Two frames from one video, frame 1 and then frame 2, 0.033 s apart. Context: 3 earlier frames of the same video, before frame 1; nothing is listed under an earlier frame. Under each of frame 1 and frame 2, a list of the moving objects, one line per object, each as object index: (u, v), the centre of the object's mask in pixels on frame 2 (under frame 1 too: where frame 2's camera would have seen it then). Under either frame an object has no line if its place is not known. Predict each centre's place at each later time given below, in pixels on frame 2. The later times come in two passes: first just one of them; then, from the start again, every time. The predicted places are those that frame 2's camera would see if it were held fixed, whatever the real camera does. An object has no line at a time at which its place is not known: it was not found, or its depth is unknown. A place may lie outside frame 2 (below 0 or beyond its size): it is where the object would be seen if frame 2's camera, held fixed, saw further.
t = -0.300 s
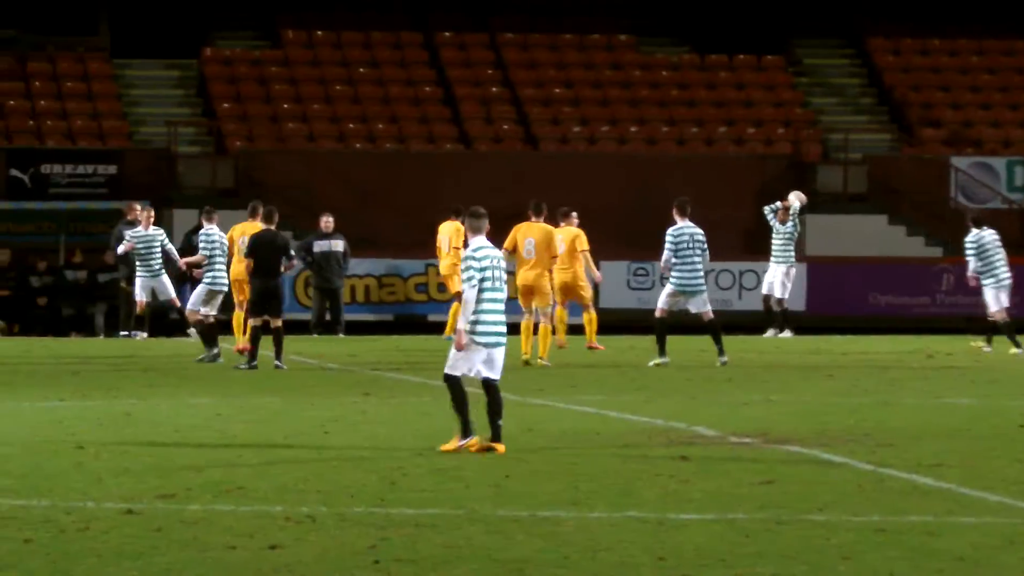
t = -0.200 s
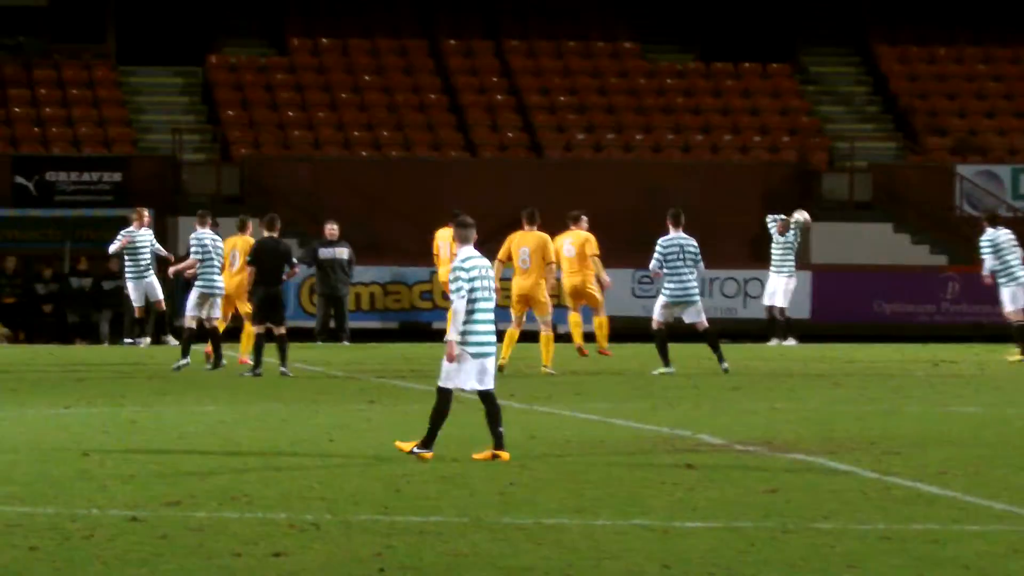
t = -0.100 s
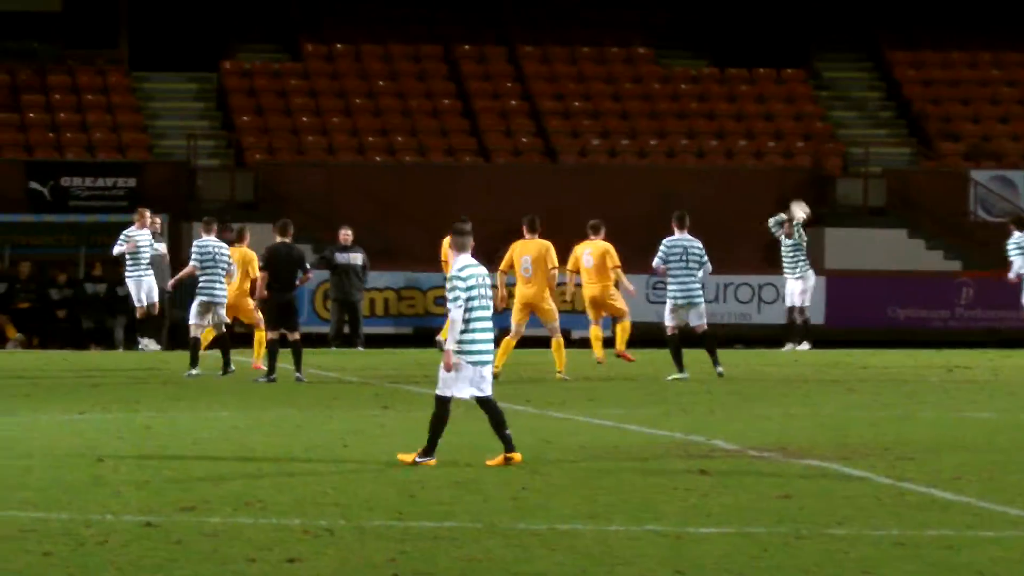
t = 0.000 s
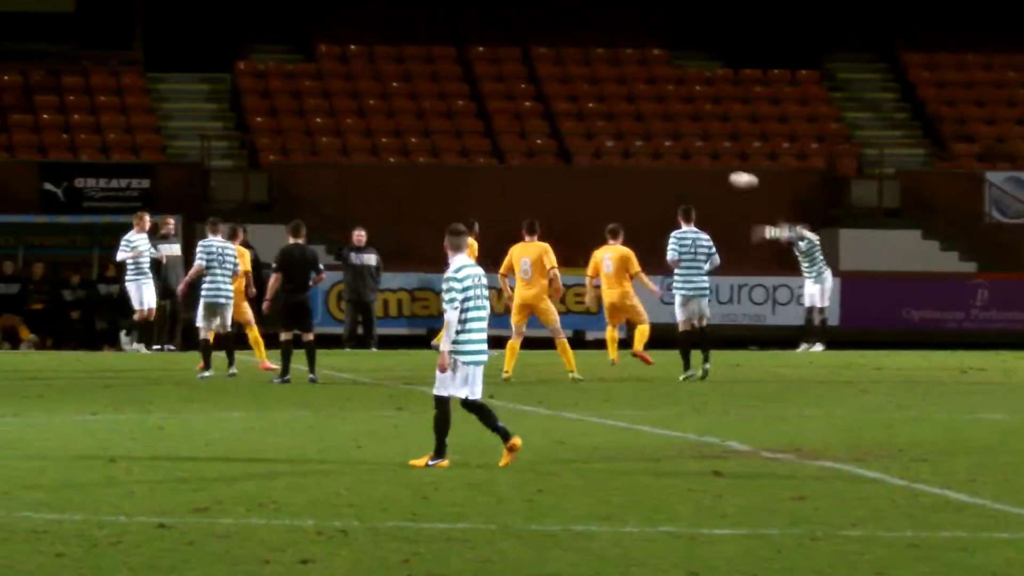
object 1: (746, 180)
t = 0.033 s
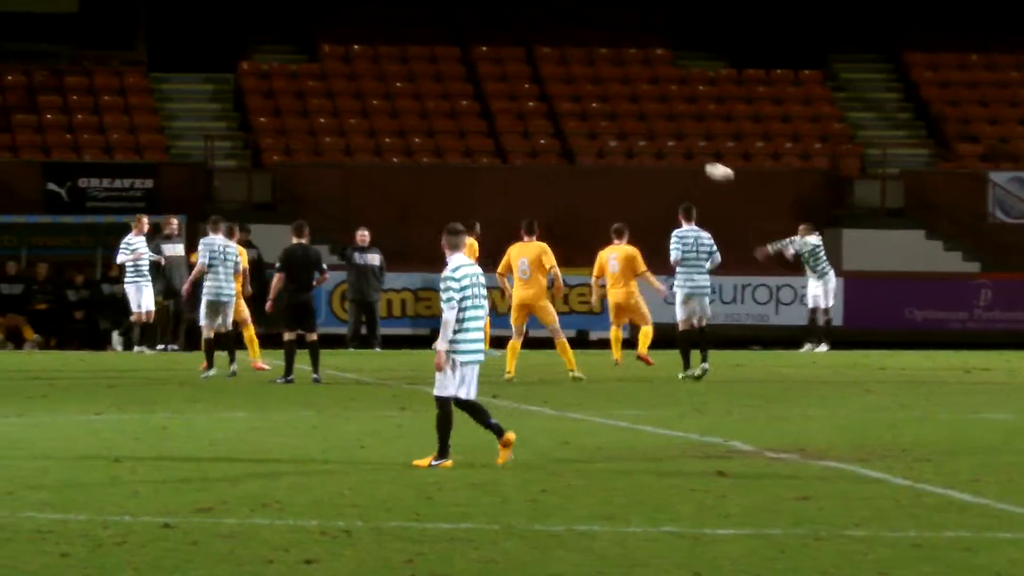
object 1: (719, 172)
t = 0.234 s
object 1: (561, 147)
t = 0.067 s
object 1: (692, 167)
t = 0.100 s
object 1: (667, 160)
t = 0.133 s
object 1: (641, 156)
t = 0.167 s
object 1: (615, 153)
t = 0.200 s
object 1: (588, 150)
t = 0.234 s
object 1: (561, 147)
